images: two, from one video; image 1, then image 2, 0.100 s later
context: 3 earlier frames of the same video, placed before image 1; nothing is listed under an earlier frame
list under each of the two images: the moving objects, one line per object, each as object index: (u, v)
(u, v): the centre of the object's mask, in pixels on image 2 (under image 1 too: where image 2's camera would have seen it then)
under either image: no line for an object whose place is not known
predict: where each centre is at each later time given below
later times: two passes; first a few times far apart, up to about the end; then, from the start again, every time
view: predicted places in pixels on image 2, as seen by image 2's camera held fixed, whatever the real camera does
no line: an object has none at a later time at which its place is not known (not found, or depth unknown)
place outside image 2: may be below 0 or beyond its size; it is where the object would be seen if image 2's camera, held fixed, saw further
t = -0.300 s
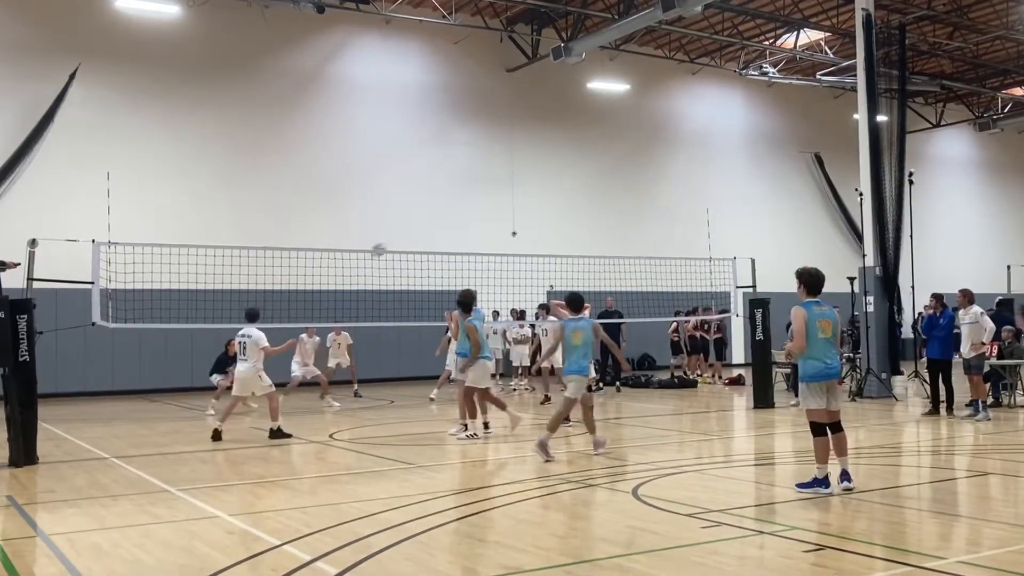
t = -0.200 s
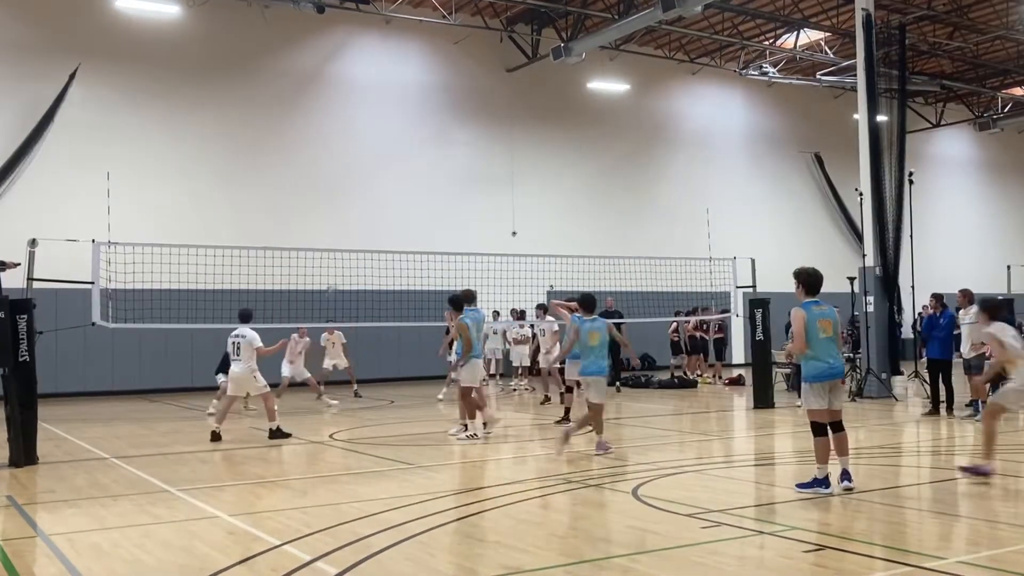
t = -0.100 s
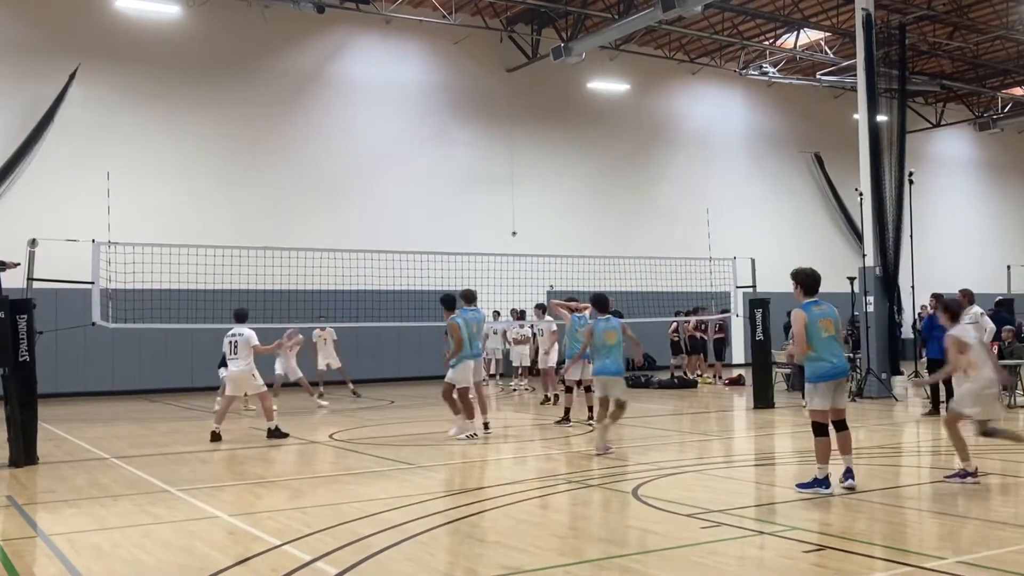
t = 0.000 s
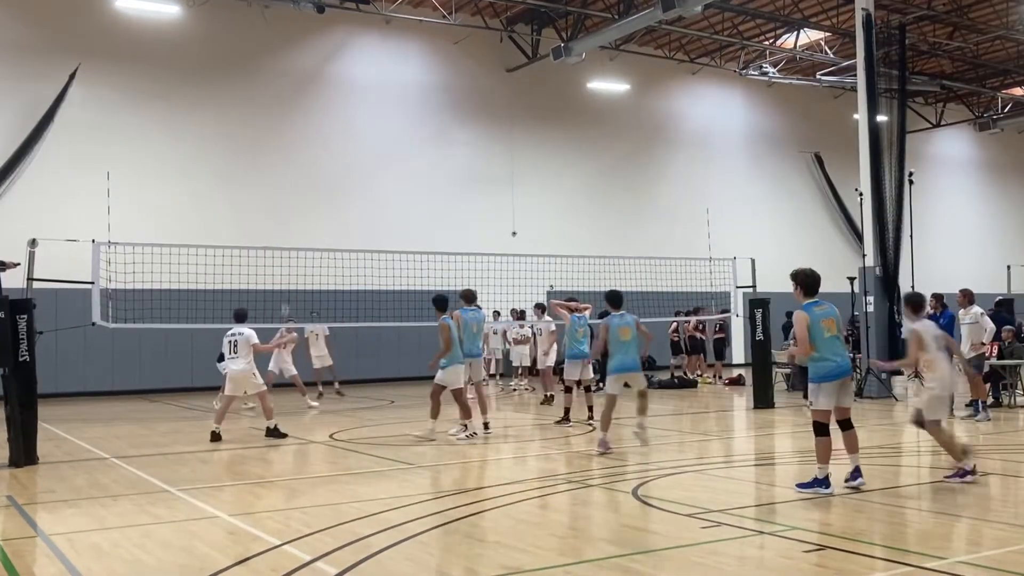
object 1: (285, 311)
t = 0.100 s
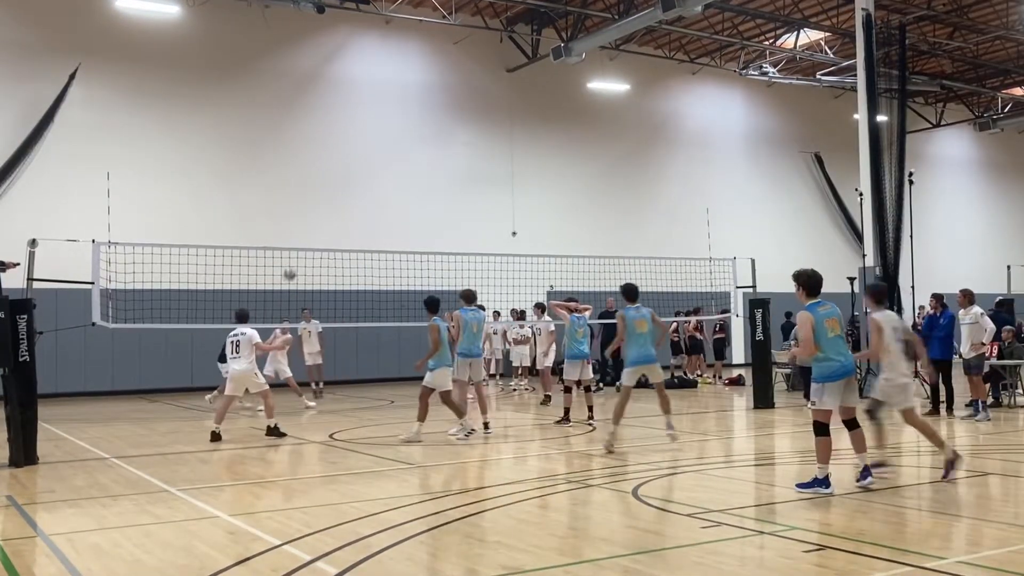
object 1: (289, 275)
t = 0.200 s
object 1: (295, 241)
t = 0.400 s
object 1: (307, 191)
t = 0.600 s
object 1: (318, 161)
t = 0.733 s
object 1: (326, 153)
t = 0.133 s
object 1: (291, 262)
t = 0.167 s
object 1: (293, 253)
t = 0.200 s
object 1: (295, 241)
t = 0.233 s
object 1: (297, 231)
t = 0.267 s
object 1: (298, 222)
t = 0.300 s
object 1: (300, 213)
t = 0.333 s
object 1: (302, 205)
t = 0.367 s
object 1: (304, 198)
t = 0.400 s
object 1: (307, 191)
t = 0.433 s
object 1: (308, 184)
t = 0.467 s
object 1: (310, 178)
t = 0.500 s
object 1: (312, 173)
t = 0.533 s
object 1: (314, 168)
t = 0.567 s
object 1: (316, 164)
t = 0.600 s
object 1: (318, 161)
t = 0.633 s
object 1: (320, 158)
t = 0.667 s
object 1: (322, 156)
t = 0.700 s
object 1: (324, 154)
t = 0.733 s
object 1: (326, 153)
